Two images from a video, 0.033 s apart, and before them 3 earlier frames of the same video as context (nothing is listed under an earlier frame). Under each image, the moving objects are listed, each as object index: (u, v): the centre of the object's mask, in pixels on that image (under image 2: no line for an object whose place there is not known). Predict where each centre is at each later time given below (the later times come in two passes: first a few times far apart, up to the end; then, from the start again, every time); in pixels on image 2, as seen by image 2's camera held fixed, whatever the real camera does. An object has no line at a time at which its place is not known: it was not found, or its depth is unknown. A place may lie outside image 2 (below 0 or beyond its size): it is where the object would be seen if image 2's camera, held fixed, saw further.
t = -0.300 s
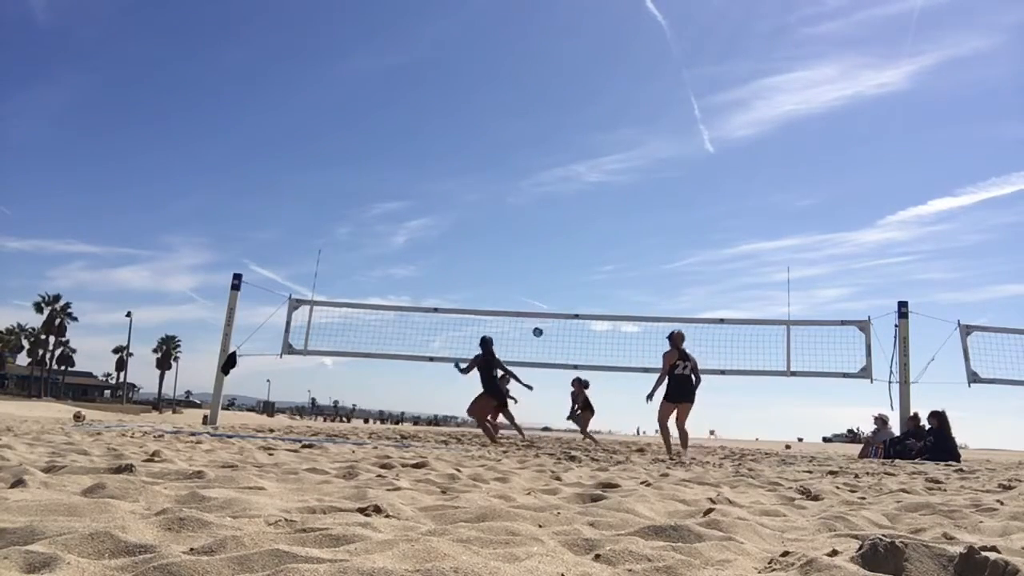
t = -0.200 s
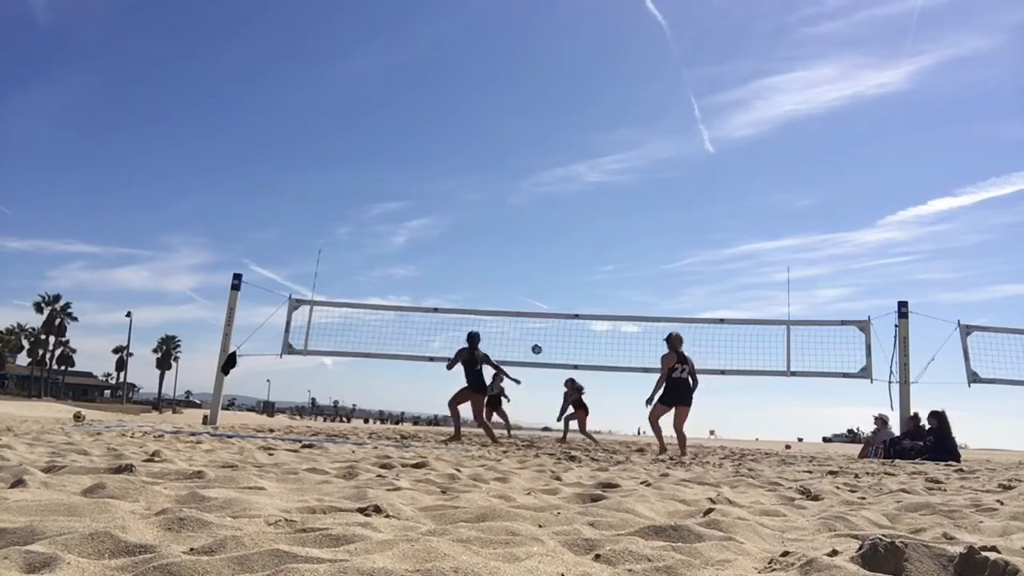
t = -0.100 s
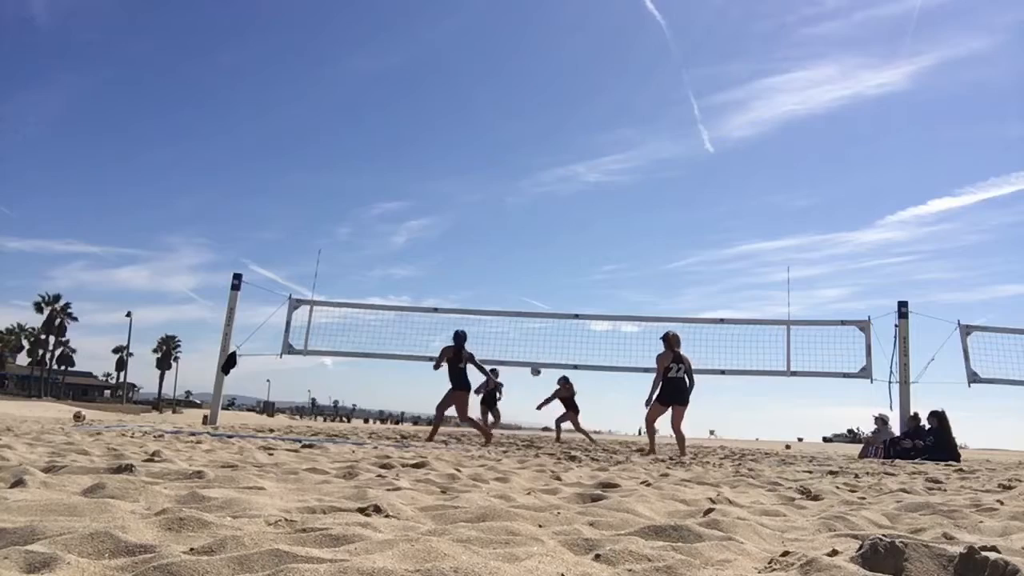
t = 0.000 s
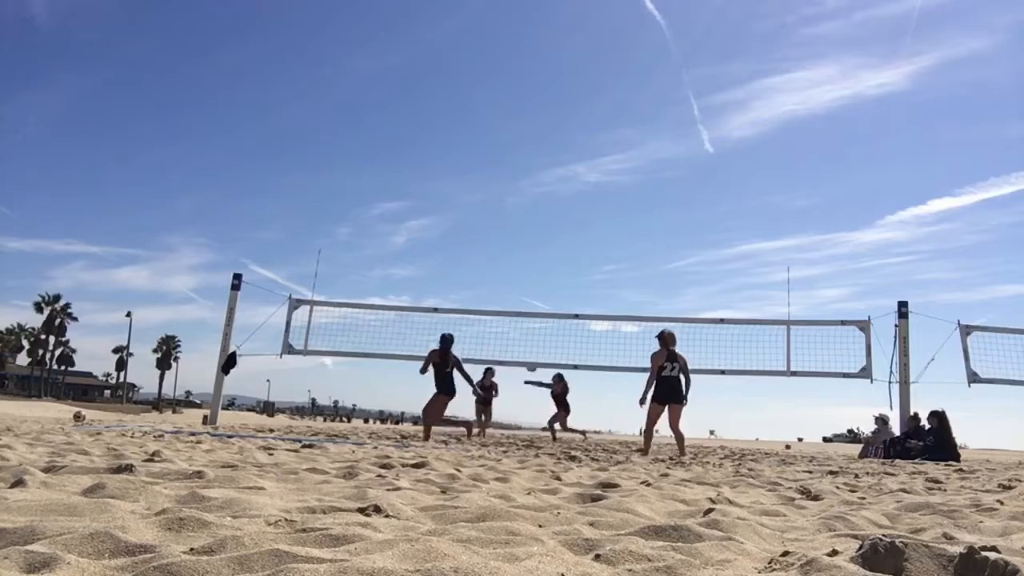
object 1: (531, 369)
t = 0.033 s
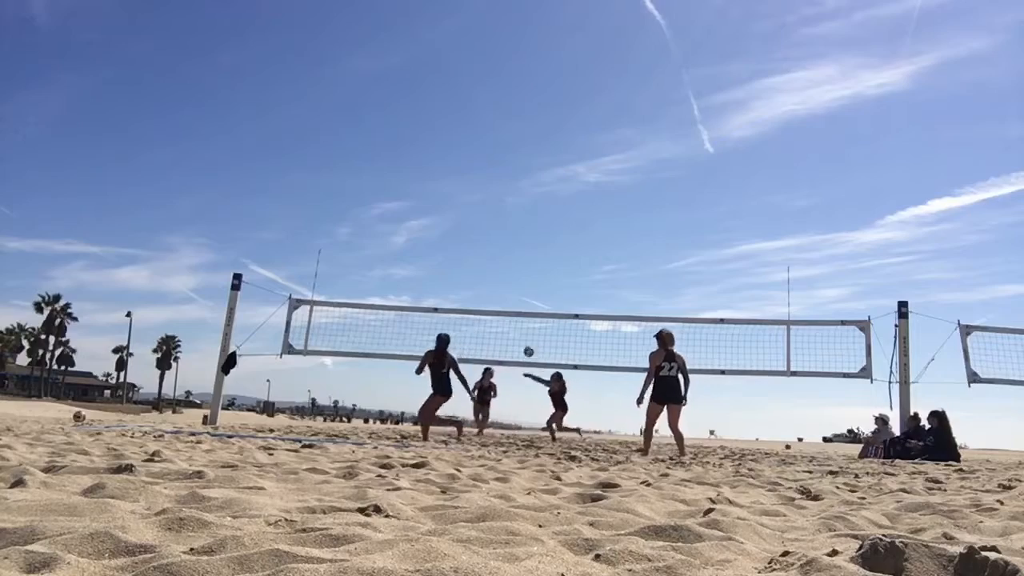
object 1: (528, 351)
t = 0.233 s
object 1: (512, 275)
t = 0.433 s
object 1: (495, 221)
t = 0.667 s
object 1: (473, 185)
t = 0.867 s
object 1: (453, 175)
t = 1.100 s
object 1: (429, 185)
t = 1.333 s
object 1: (403, 220)
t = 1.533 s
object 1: (379, 269)
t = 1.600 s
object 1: (371, 290)
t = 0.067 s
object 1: (525, 337)
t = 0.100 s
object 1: (523, 323)
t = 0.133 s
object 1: (520, 309)
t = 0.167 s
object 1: (517, 298)
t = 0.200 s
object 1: (515, 286)
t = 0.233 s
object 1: (512, 275)
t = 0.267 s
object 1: (509, 264)
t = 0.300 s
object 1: (506, 255)
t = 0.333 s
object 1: (503, 245)
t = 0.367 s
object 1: (500, 237)
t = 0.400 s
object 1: (497, 229)
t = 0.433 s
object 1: (495, 221)
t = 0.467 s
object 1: (491, 215)
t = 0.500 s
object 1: (489, 209)
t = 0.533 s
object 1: (486, 203)
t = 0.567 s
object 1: (483, 198)
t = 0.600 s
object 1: (479, 193)
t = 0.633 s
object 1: (476, 189)
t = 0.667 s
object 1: (473, 185)
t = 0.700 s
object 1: (470, 182)
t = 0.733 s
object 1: (467, 180)
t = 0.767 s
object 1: (463, 178)
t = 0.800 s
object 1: (460, 177)
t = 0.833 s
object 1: (457, 175)
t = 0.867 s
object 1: (453, 175)
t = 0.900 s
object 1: (450, 175)
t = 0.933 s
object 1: (447, 175)
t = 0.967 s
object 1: (443, 176)
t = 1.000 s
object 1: (440, 178)
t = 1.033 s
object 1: (436, 180)
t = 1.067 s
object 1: (432, 182)
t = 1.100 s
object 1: (429, 185)
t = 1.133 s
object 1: (425, 189)
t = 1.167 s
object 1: (421, 192)
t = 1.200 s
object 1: (418, 198)
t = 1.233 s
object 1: (415, 203)
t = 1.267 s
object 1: (410, 208)
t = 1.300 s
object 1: (407, 214)
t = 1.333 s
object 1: (403, 220)
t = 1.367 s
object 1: (399, 228)
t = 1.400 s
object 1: (395, 235)
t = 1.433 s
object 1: (391, 243)
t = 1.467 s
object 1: (387, 251)
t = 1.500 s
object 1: (383, 260)
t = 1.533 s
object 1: (379, 269)
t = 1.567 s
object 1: (375, 280)
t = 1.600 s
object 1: (371, 290)
